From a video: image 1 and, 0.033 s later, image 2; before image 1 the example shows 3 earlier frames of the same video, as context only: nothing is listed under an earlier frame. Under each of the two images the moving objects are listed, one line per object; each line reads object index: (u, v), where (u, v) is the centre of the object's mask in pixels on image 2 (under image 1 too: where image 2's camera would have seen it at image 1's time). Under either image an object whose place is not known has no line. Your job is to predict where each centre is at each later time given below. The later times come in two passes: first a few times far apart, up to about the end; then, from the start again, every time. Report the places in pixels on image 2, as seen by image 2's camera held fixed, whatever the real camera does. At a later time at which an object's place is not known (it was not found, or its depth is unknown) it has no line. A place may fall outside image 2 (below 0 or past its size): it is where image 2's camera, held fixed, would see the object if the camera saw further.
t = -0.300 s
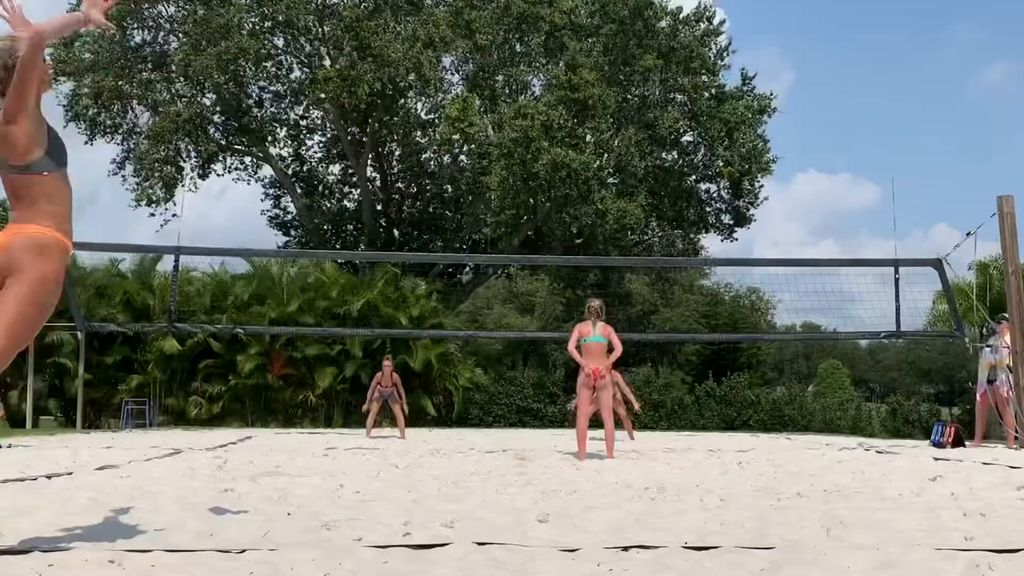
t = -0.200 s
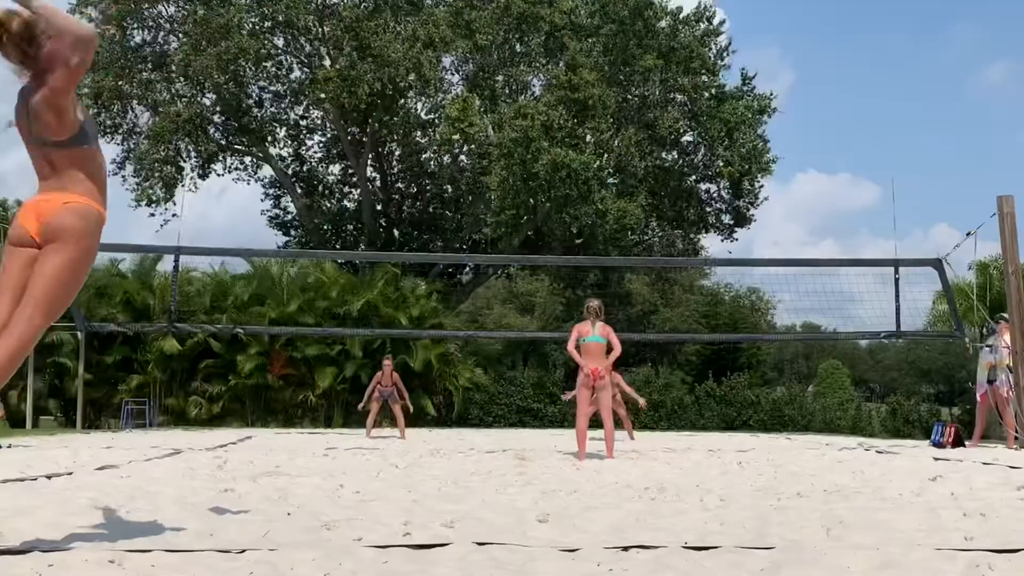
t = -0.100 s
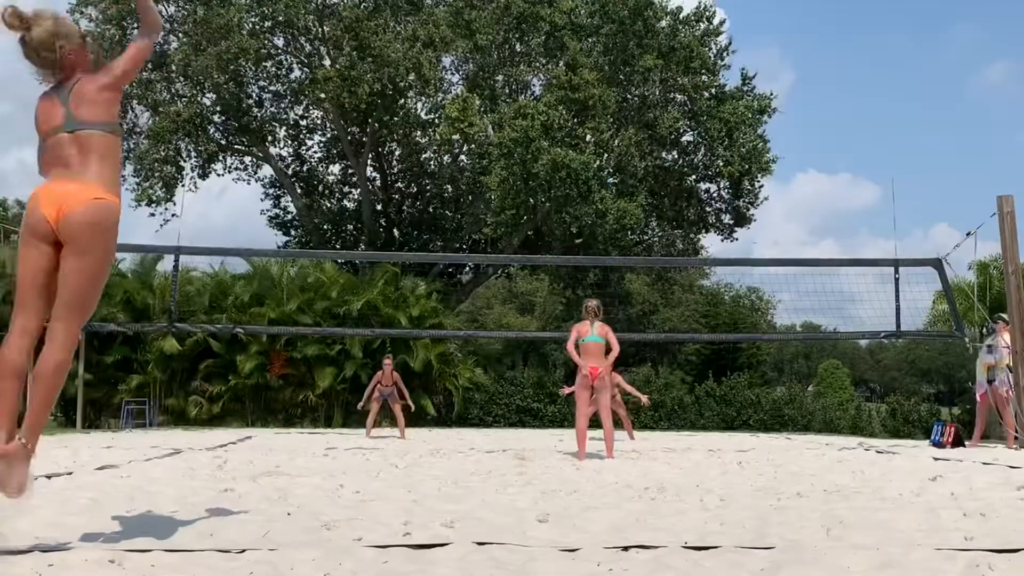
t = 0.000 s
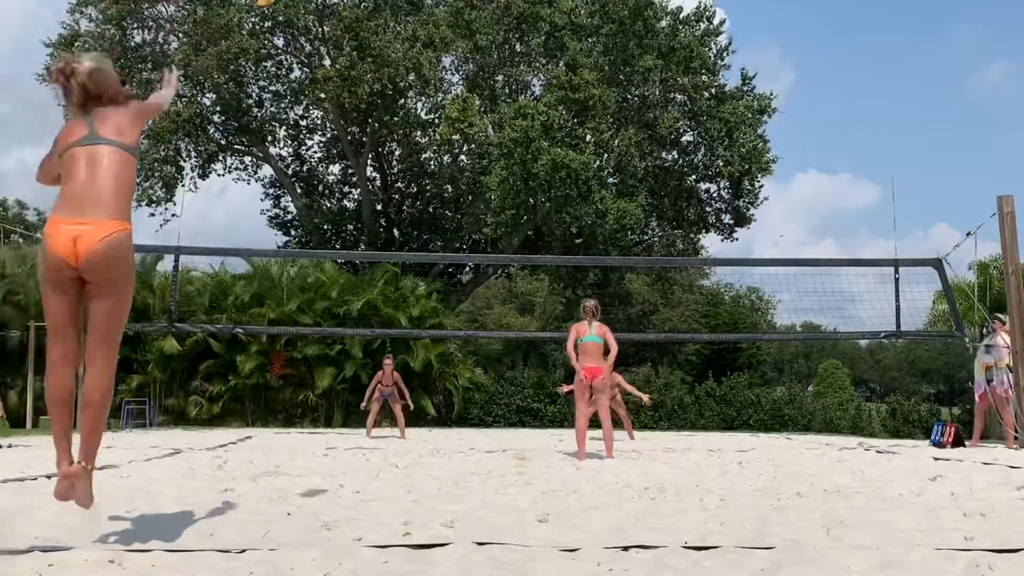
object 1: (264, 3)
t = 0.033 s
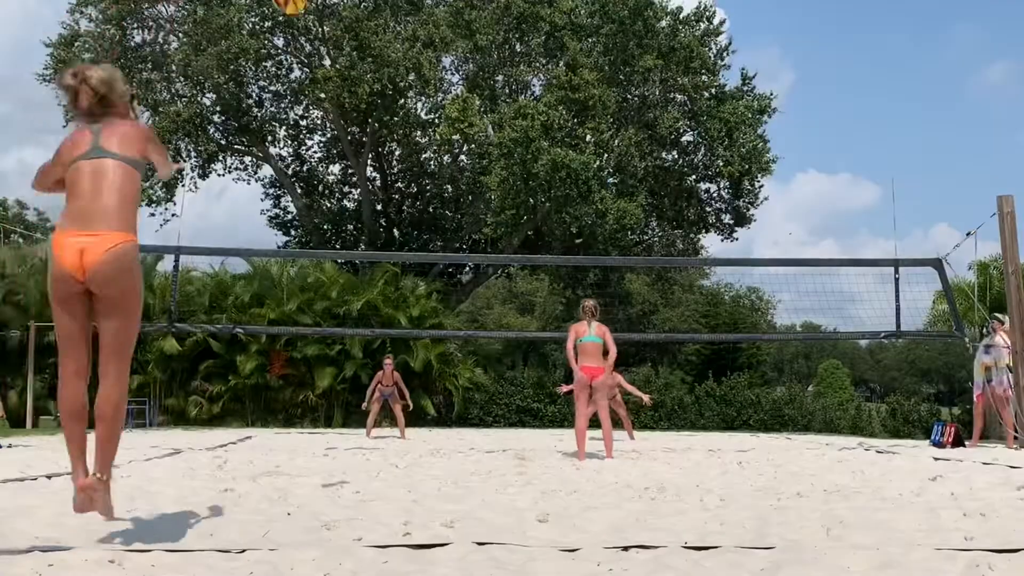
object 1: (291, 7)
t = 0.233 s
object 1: (402, 60)
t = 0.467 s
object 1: (459, 146)
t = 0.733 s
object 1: (488, 246)
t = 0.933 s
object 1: (503, 322)
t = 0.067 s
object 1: (317, 10)
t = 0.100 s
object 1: (340, 15)
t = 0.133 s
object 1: (359, 26)
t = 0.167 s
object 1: (376, 37)
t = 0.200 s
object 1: (390, 49)
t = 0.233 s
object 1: (402, 60)
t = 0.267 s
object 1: (413, 72)
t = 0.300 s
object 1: (422, 85)
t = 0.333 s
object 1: (432, 97)
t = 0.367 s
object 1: (439, 109)
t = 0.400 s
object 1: (446, 122)
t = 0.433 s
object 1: (453, 134)
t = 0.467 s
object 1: (459, 146)
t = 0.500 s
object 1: (463, 159)
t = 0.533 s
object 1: (468, 171)
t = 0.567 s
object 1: (472, 184)
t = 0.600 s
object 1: (476, 196)
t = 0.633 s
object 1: (479, 209)
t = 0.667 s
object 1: (482, 221)
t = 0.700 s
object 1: (485, 234)
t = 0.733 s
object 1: (488, 246)
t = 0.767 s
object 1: (491, 253)
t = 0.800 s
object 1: (494, 271)
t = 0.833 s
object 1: (496, 284)
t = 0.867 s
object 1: (499, 296)
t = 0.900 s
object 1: (501, 309)
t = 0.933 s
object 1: (503, 322)
